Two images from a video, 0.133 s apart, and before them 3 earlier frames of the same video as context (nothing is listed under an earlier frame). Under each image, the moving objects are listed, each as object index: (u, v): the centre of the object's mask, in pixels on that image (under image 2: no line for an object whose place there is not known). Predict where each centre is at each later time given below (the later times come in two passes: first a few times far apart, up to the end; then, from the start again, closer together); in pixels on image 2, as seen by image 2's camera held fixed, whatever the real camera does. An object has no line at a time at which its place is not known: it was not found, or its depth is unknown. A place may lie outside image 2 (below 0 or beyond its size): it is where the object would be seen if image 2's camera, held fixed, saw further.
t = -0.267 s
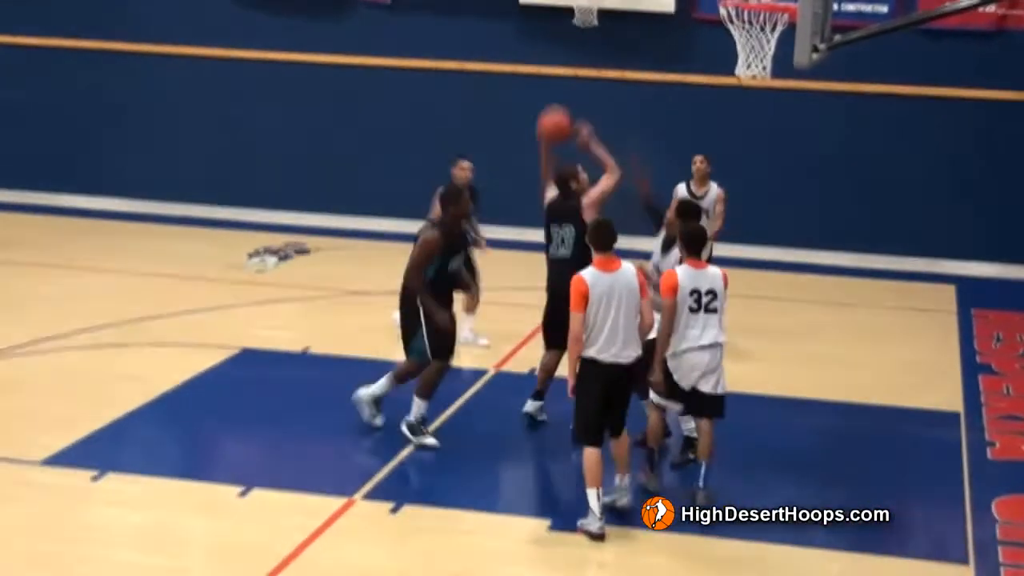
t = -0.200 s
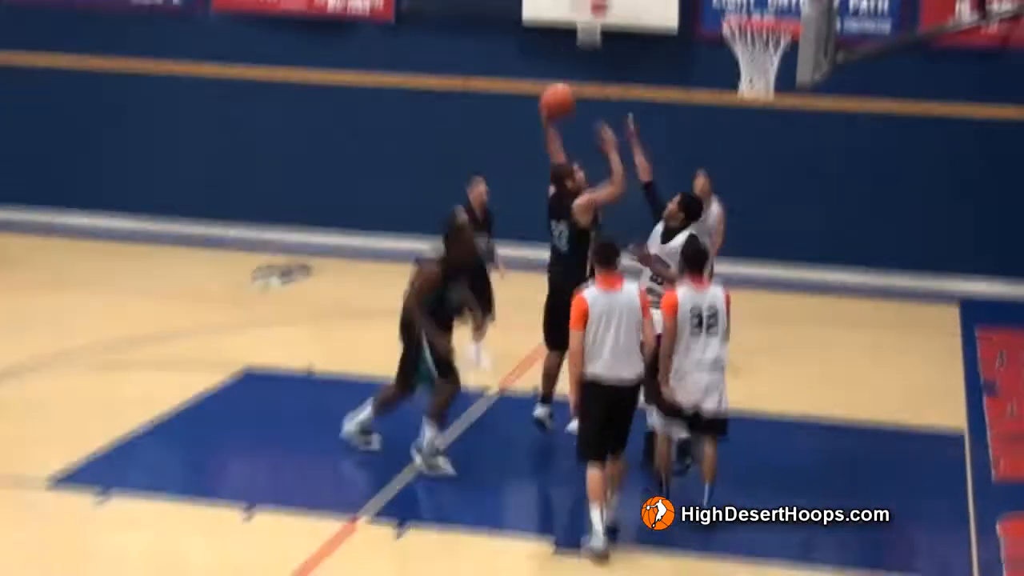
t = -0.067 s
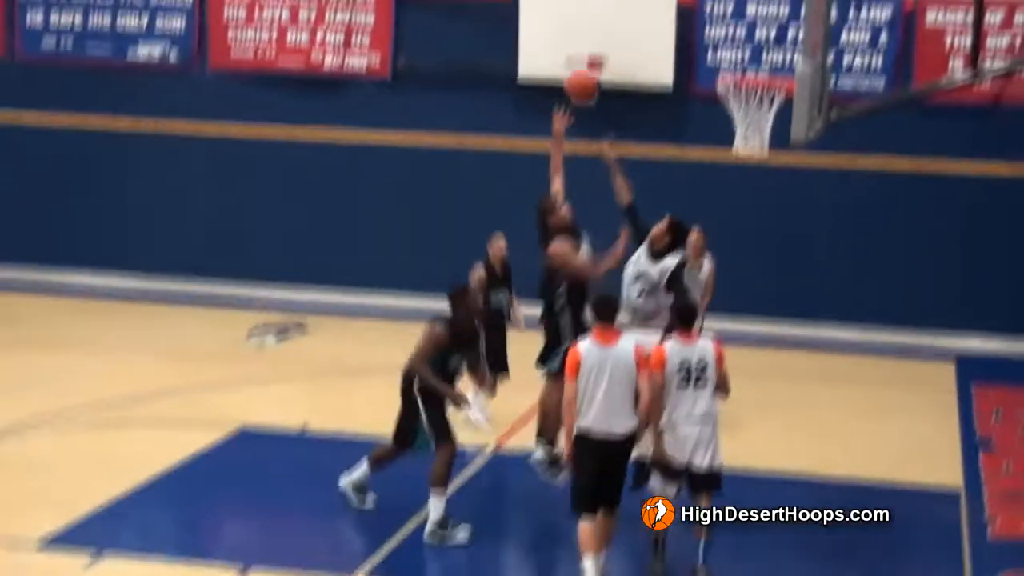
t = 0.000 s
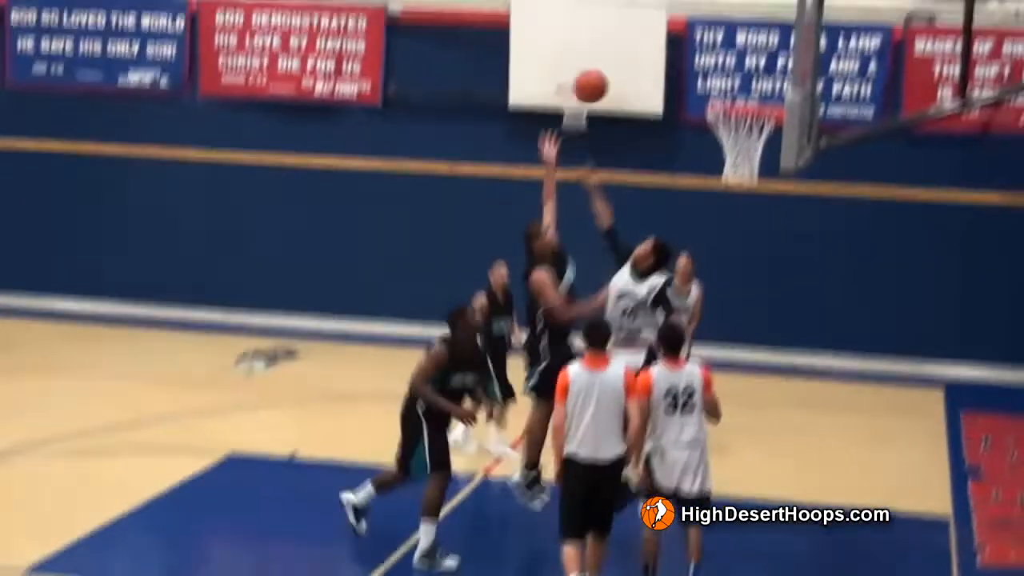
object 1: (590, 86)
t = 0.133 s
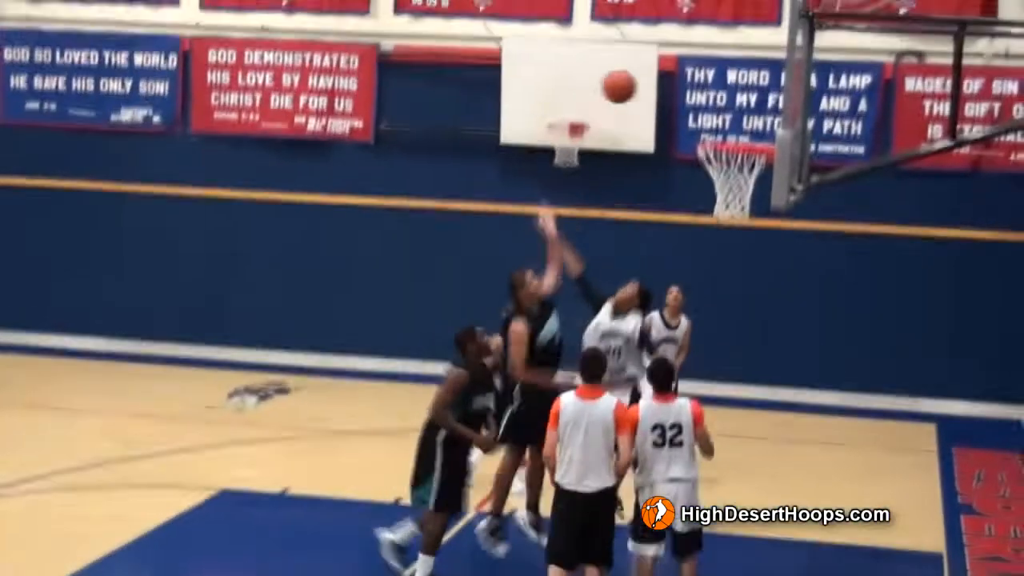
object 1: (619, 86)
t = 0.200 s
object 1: (637, 77)
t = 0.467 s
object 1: (710, 102)
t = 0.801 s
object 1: (760, 218)
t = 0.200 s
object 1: (637, 77)
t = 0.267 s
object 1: (655, 74)
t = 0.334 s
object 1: (672, 75)
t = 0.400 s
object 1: (690, 85)
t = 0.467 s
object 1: (710, 102)
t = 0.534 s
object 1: (727, 125)
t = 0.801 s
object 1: (760, 218)
